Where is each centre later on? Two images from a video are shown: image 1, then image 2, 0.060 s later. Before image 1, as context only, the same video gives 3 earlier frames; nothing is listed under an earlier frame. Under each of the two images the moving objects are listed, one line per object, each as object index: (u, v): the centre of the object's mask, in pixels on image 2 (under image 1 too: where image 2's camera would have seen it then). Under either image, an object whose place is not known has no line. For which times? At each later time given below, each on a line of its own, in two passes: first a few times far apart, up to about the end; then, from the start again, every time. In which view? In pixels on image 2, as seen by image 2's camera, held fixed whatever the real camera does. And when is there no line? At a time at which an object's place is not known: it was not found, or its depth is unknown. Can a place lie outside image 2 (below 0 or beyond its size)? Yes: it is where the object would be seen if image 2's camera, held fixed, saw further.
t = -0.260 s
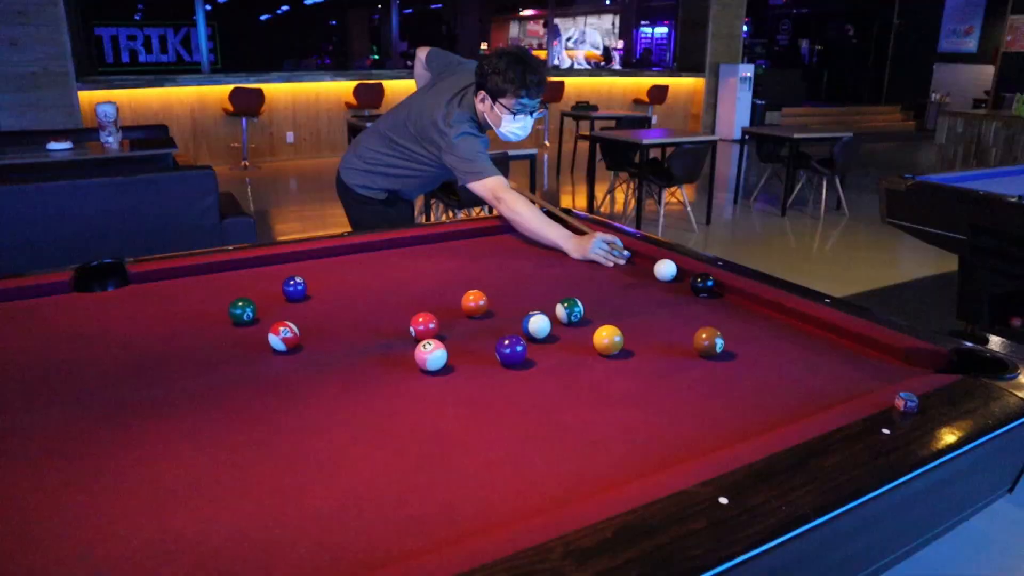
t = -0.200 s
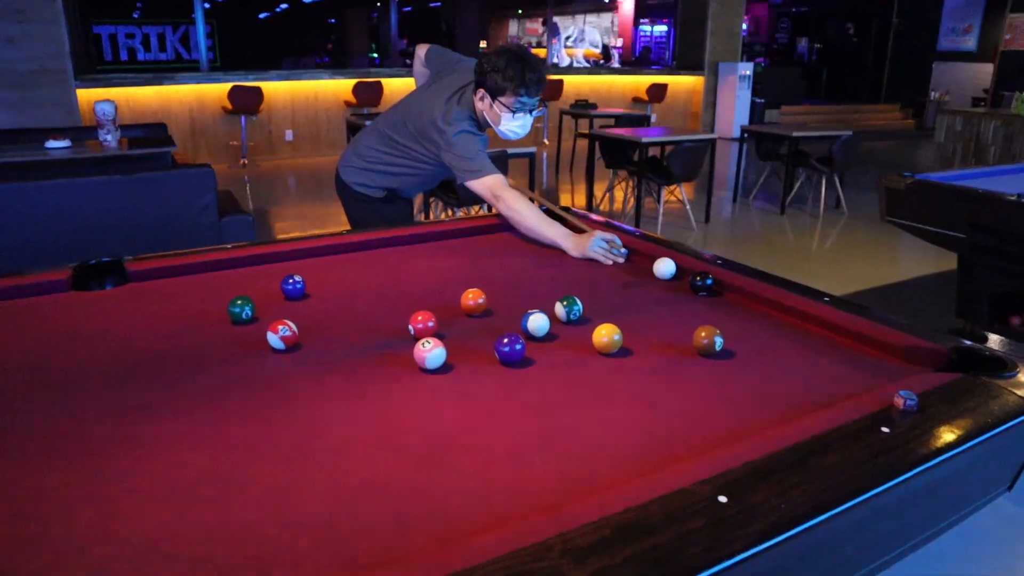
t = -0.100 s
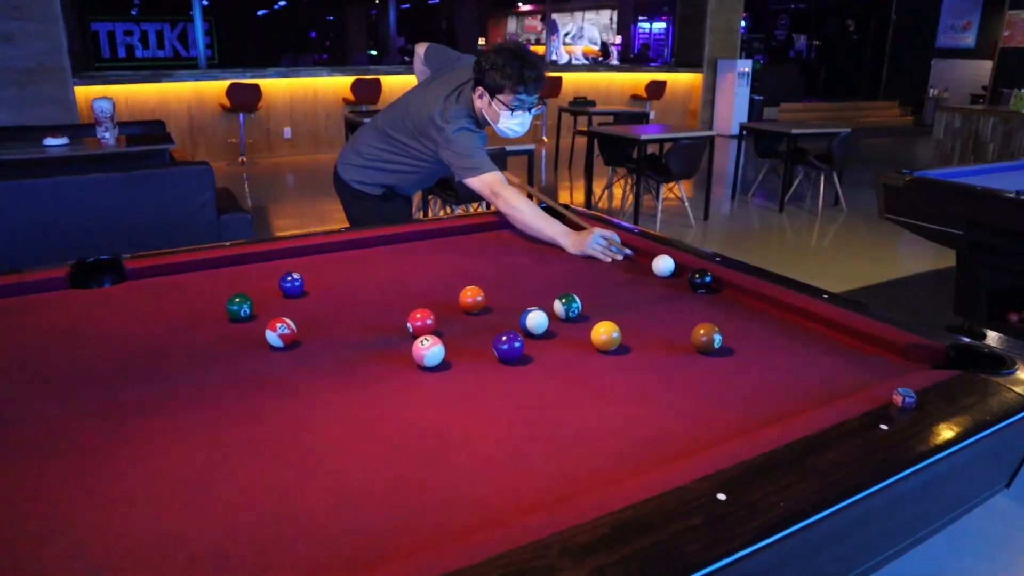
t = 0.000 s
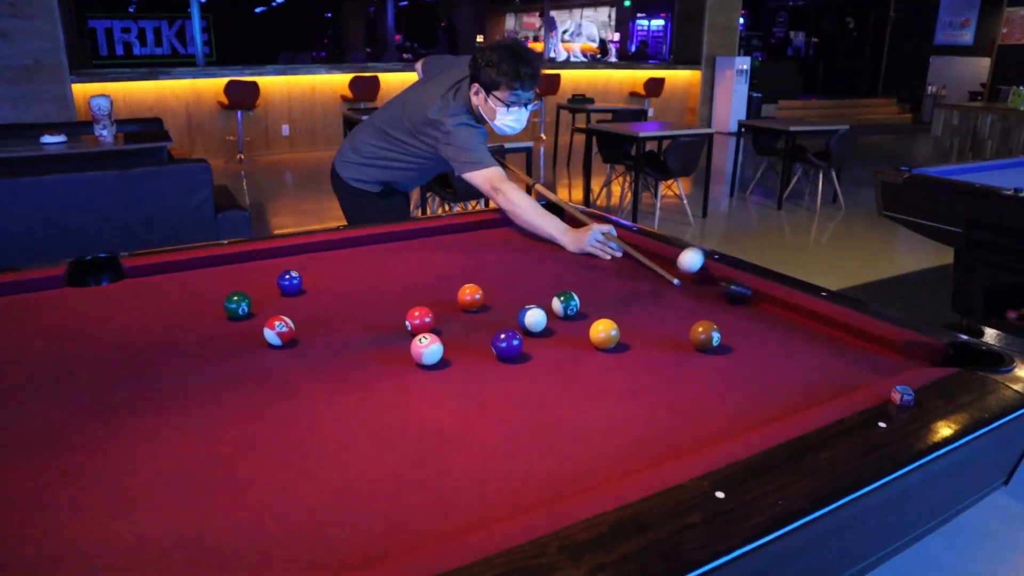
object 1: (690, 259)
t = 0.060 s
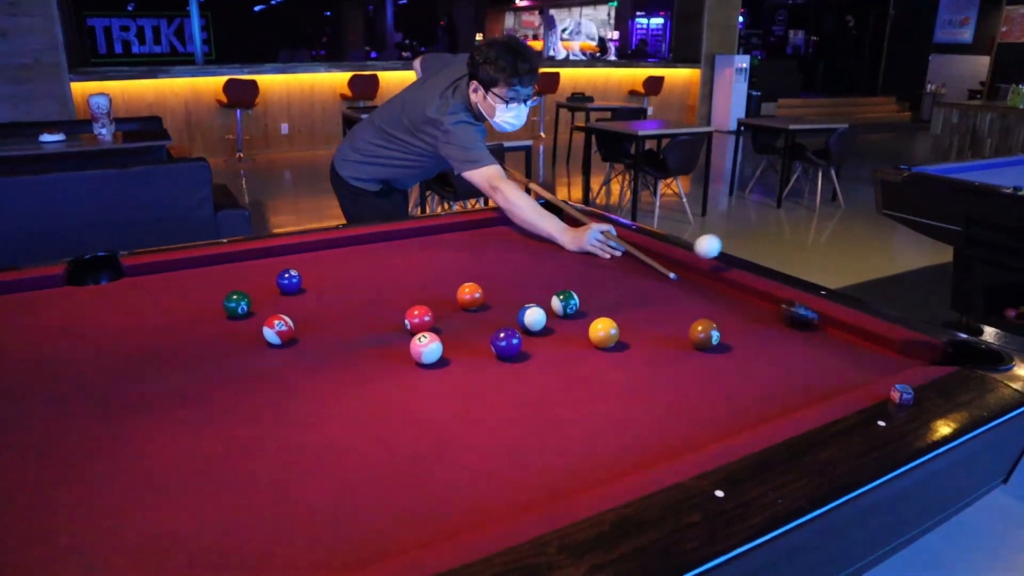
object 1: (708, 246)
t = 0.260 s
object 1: (748, 265)
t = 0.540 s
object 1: (747, 305)
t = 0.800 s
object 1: (728, 309)
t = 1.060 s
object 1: (705, 307)
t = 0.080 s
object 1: (714, 245)
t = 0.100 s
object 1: (720, 246)
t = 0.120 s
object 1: (725, 248)
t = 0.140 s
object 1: (731, 252)
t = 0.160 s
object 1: (736, 257)
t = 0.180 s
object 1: (741, 265)
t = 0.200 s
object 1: (745, 270)
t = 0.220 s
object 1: (747, 267)
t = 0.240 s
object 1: (748, 265)
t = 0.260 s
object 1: (748, 265)
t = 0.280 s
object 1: (749, 266)
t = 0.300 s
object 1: (750, 269)
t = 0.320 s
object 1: (750, 274)
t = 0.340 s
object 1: (750, 281)
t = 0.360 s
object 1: (749, 290)
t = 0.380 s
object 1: (749, 298)
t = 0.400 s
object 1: (749, 296)
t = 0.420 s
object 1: (749, 295)
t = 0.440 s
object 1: (750, 294)
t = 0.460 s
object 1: (749, 296)
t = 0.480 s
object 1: (749, 299)
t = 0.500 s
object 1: (749, 304)
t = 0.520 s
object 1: (748, 306)
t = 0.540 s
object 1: (747, 305)
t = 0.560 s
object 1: (746, 306)
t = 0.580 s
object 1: (745, 308)
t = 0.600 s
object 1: (744, 308)
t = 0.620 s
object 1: (743, 309)
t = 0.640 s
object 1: (742, 309)
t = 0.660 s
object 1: (740, 310)
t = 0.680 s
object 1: (738, 310)
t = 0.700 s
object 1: (737, 310)
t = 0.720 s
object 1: (735, 310)
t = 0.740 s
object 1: (733, 309)
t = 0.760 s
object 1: (731, 309)
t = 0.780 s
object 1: (729, 309)
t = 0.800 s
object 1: (728, 309)
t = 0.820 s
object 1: (726, 309)
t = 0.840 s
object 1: (724, 308)
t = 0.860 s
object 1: (722, 308)
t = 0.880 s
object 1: (720, 308)
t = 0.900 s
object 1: (719, 308)
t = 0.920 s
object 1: (717, 308)
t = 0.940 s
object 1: (715, 308)
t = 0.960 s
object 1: (714, 308)
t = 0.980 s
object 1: (712, 307)
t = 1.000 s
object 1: (710, 307)
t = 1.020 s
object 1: (708, 307)
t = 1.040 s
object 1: (707, 307)
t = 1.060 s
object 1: (705, 307)
